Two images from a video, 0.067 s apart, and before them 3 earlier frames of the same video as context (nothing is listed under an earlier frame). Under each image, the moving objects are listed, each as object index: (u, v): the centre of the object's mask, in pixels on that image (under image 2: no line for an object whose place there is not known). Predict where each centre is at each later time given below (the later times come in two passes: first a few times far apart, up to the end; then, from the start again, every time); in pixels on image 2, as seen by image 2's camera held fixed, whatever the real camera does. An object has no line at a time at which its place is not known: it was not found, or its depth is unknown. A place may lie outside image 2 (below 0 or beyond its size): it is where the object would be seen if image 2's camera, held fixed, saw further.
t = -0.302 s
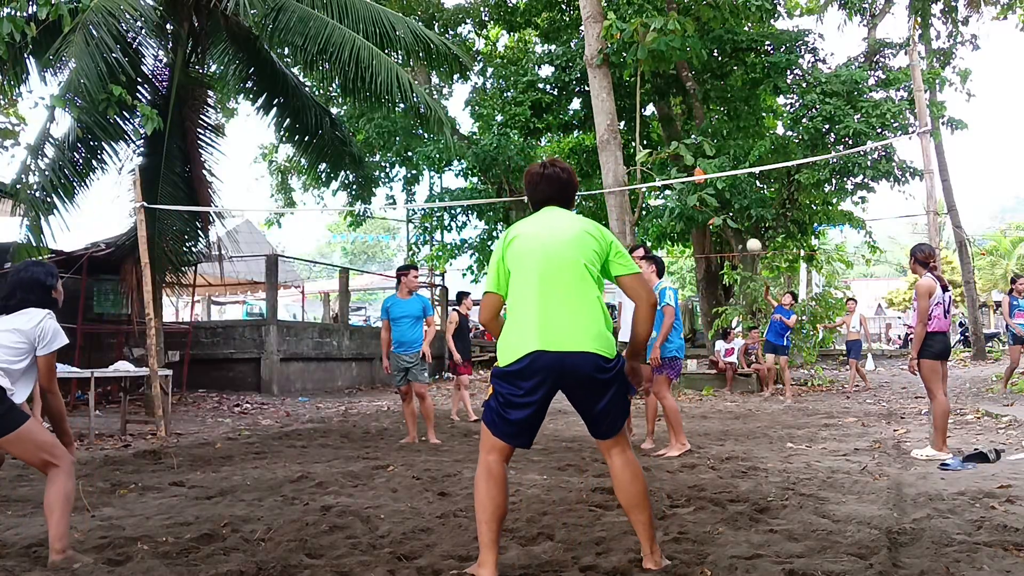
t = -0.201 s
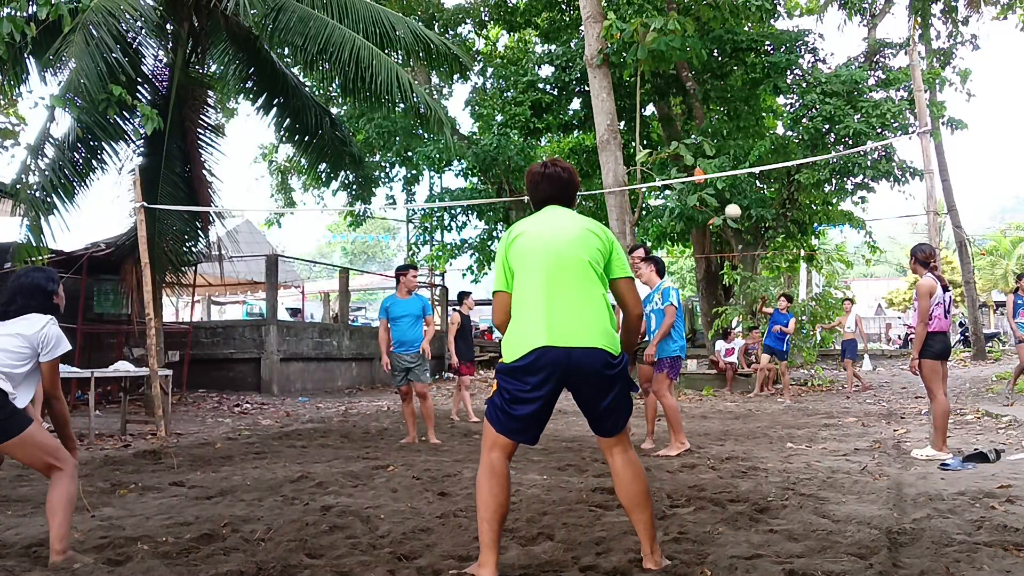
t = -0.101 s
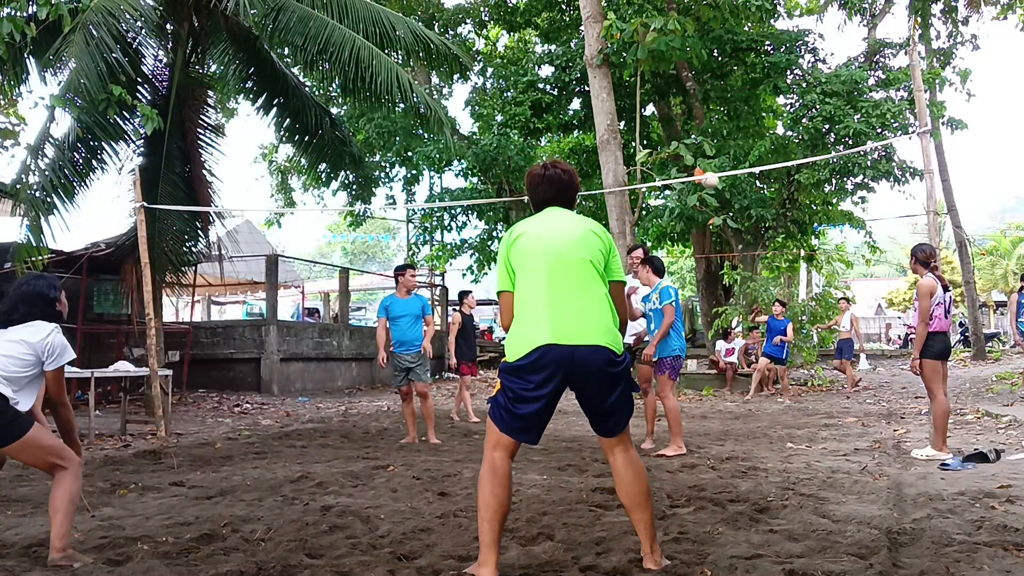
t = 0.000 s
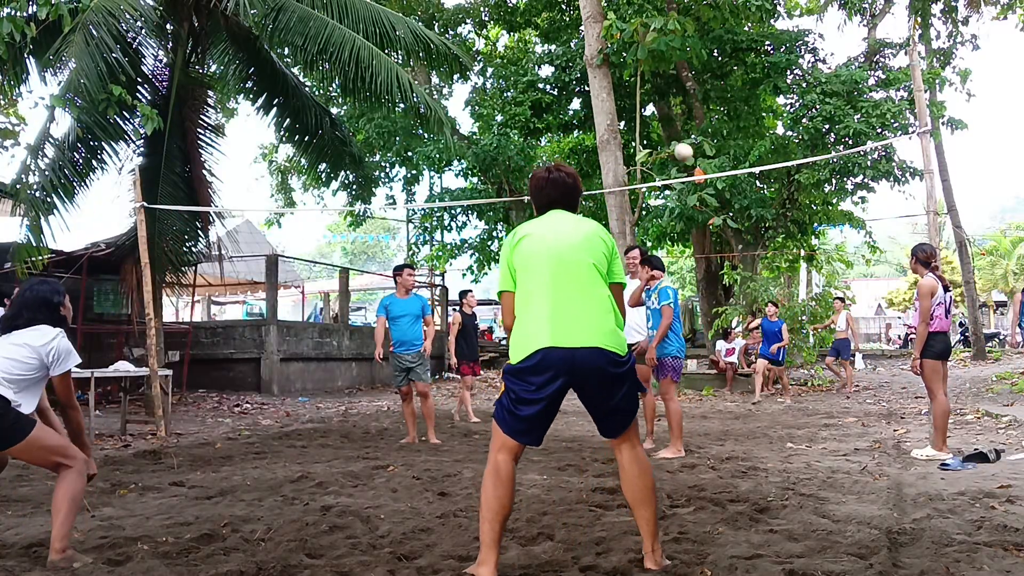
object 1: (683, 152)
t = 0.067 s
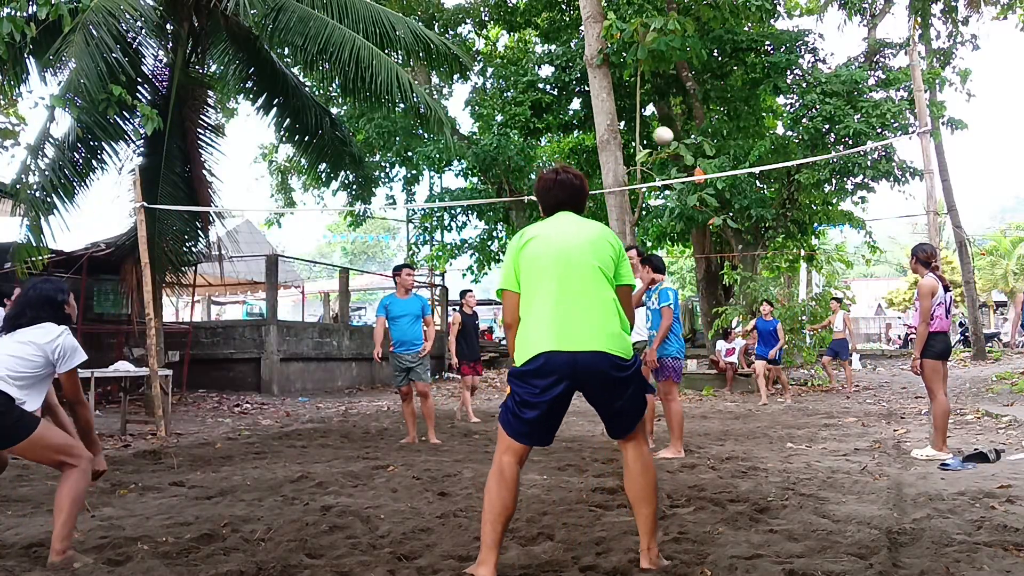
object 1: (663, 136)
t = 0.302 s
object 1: (569, 96)
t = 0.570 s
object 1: (400, 121)
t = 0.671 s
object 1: (306, 162)
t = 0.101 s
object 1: (651, 128)
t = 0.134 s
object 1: (639, 121)
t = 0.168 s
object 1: (627, 115)
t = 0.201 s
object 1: (615, 110)
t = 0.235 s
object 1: (600, 104)
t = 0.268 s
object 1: (586, 99)
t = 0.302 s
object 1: (569, 96)
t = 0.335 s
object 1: (553, 95)
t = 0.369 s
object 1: (535, 93)
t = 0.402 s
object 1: (517, 94)
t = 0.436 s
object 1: (497, 96)
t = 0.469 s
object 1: (476, 99)
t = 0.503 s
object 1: (451, 104)
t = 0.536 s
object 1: (427, 112)
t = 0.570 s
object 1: (400, 121)
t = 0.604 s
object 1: (372, 132)
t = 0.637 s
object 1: (339, 147)
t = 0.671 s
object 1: (306, 162)
